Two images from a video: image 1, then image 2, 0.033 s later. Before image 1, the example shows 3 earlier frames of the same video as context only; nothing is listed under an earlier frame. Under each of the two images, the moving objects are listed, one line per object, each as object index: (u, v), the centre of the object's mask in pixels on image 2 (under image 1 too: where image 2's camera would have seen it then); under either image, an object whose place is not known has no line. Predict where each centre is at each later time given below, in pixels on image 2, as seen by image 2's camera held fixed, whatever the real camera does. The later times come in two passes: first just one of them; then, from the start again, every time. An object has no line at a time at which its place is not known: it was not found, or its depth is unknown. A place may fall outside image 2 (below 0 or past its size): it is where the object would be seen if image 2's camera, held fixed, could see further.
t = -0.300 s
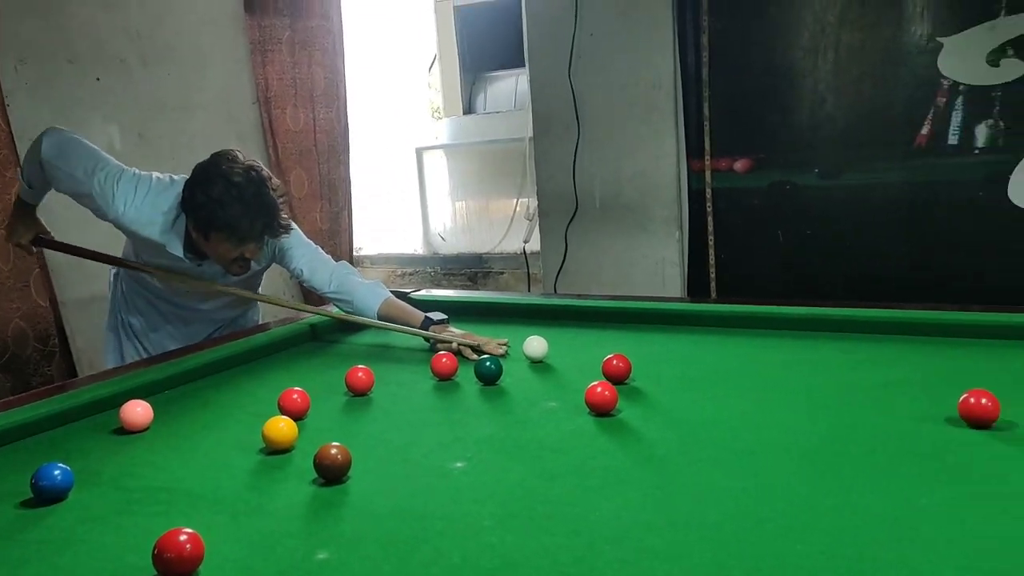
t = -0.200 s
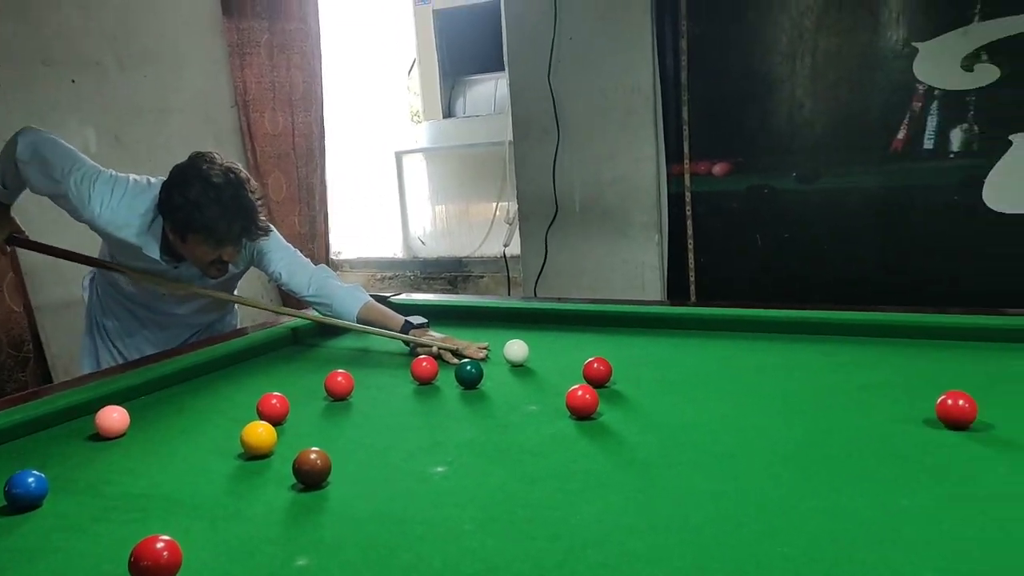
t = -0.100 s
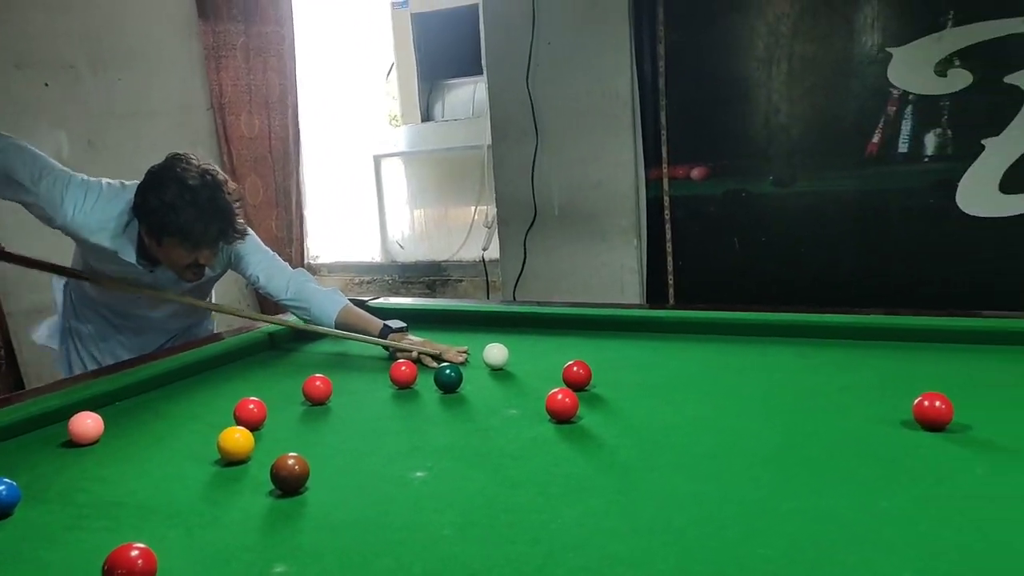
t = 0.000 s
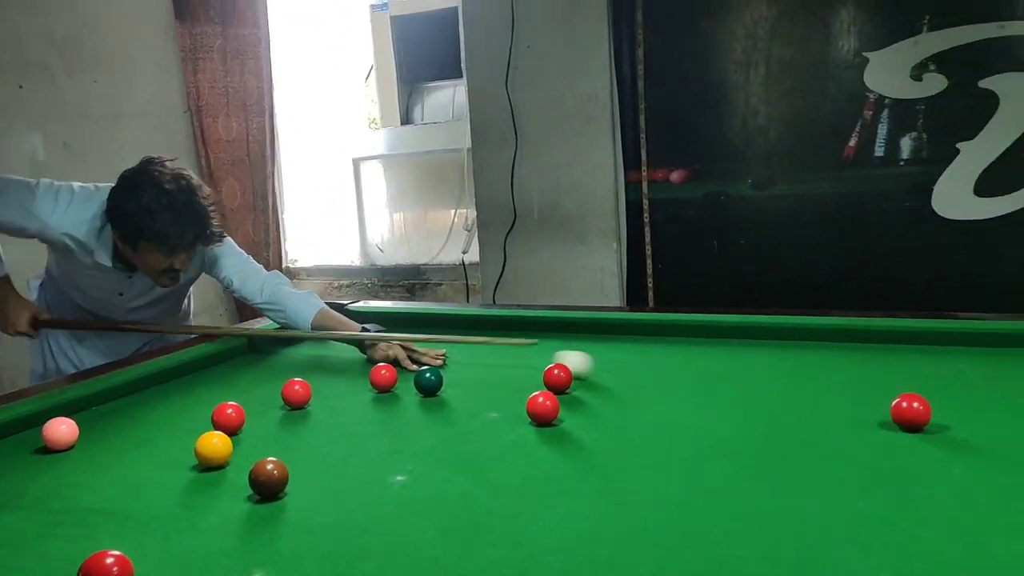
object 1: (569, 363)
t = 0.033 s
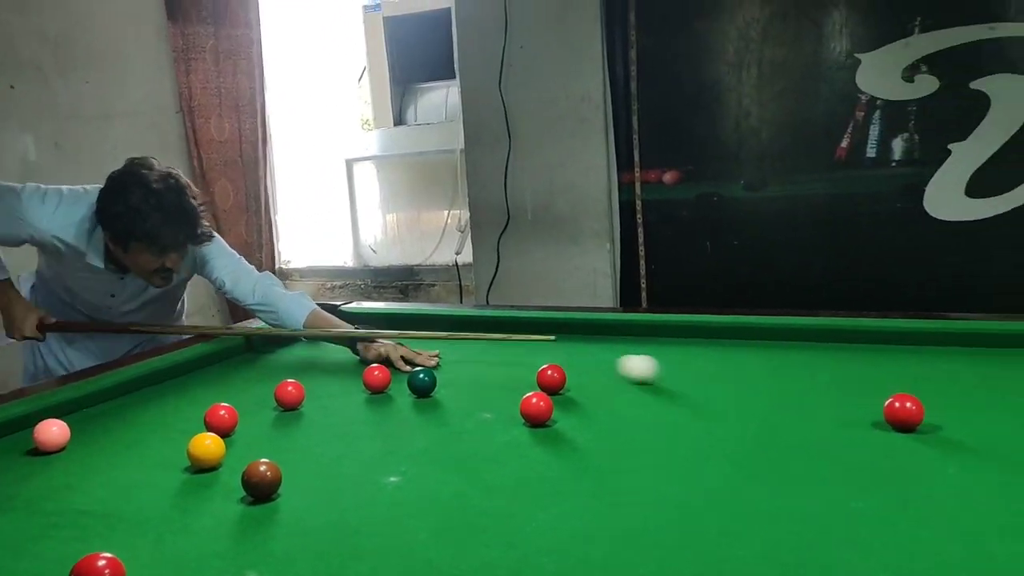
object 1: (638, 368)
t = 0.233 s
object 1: (1153, 398)
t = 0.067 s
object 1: (714, 372)
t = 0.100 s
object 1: (793, 377)
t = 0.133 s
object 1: (877, 381)
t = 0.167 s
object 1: (965, 387)
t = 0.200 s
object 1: (1057, 392)
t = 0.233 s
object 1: (1153, 398)
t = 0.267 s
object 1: (1251, 404)
